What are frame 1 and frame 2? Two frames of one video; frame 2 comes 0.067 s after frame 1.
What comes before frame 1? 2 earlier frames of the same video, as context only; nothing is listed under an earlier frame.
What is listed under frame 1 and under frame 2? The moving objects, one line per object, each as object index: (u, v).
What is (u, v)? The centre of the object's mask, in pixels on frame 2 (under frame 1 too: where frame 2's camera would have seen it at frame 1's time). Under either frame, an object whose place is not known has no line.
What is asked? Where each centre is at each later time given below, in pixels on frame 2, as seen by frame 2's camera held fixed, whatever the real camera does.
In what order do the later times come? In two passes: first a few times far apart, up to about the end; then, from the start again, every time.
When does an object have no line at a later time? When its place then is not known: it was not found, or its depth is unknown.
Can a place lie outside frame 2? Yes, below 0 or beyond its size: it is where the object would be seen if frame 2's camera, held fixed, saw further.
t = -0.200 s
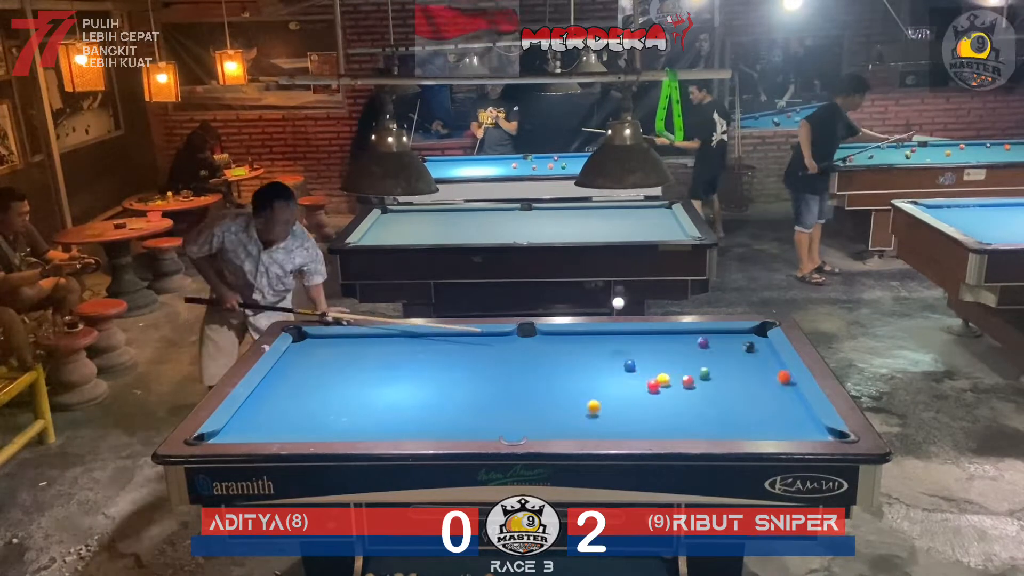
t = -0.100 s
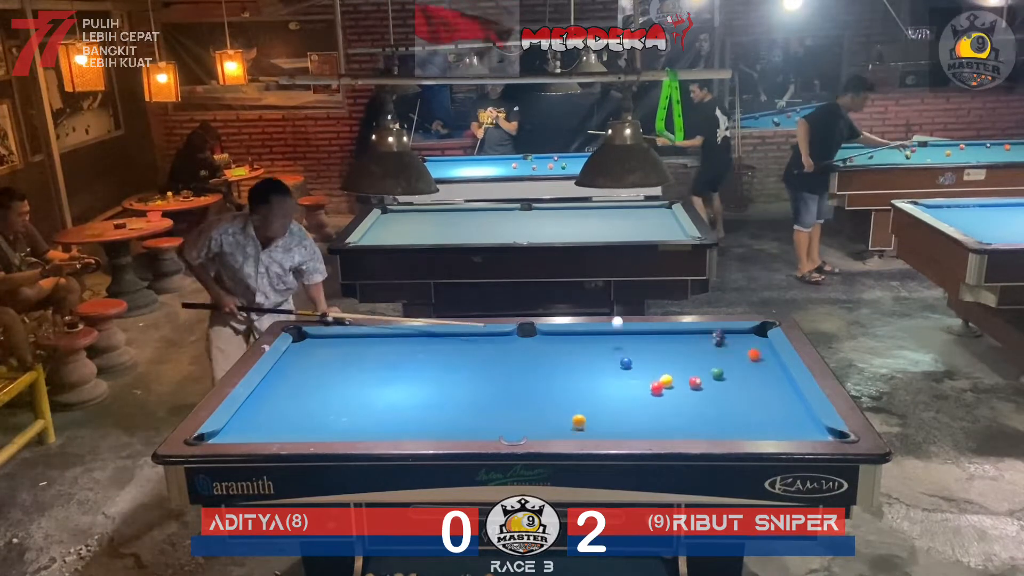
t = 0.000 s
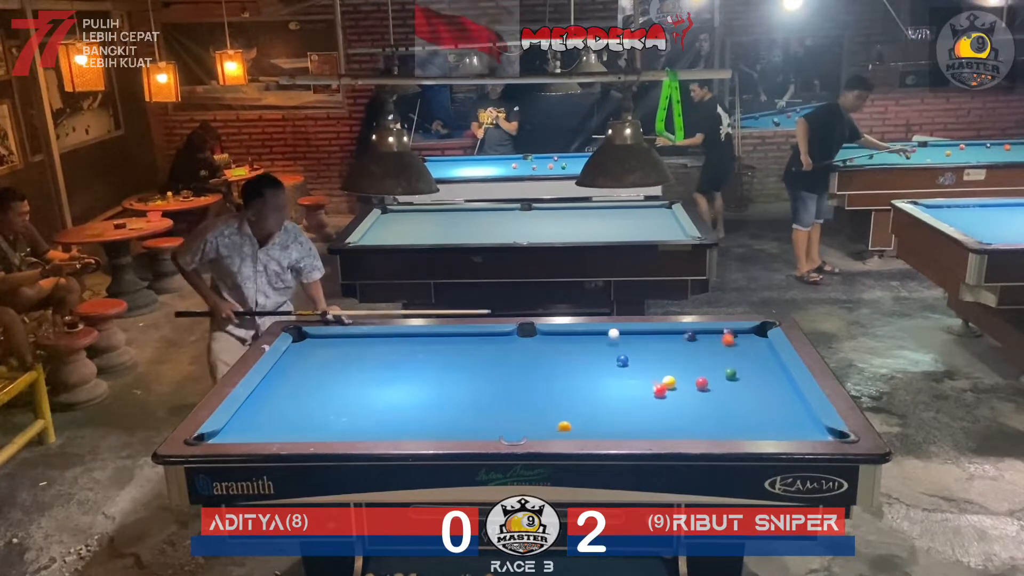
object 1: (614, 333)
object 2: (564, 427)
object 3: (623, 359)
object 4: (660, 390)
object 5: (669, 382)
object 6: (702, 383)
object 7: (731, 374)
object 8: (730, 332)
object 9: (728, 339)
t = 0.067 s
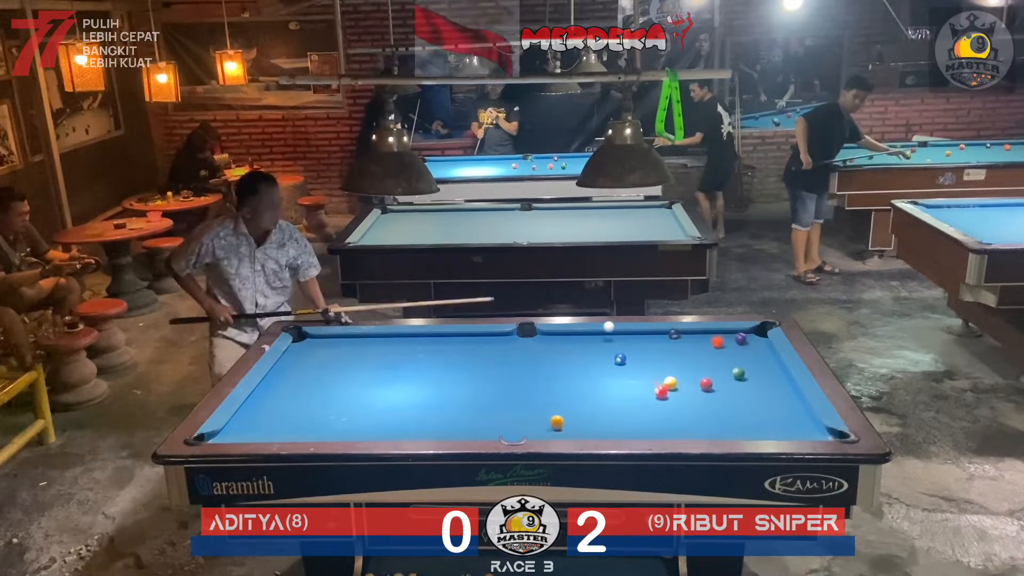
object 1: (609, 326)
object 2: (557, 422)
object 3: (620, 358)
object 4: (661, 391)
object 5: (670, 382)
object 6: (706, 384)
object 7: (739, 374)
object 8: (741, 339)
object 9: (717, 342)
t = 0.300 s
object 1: (600, 339)
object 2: (532, 403)
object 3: (613, 354)
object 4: (667, 396)
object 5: (675, 385)
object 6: (720, 386)
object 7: (767, 374)
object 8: (777, 364)
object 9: (679, 339)
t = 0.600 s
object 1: (574, 343)
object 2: (505, 383)
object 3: (613, 353)
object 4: (673, 401)
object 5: (679, 387)
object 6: (735, 389)
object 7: (790, 395)
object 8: (782, 374)
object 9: (633, 334)
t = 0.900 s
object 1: (545, 346)
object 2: (483, 367)
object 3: (618, 355)
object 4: (676, 403)
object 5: (680, 387)
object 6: (744, 390)
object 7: (810, 418)
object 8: (787, 379)
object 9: (587, 335)
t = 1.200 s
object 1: (519, 348)
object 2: (464, 353)
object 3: (620, 356)
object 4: (677, 404)
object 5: (680, 387)
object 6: (750, 391)
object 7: (820, 431)
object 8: (790, 384)
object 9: (542, 338)
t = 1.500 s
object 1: (498, 349)
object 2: (448, 341)
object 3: (620, 356)
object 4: (677, 405)
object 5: (680, 387)
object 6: (752, 391)
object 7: (816, 431)
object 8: (792, 388)
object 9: (500, 339)
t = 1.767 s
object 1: (481, 350)
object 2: (435, 338)
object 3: (620, 356)
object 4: (677, 405)
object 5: (680, 387)
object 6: (752, 392)
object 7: (815, 430)
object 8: (794, 391)
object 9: (464, 341)
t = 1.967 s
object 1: (471, 351)
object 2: (427, 342)
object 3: (620, 356)
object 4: (677, 405)
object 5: (680, 387)
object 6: (752, 392)
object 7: (815, 429)
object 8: (795, 392)
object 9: (439, 343)
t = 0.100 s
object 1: (606, 326)
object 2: (553, 420)
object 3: (619, 358)
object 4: (662, 393)
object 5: (671, 383)
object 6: (708, 384)
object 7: (743, 373)
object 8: (747, 343)
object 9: (712, 342)
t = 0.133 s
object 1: (604, 329)
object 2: (550, 417)
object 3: (618, 357)
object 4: (663, 393)
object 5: (672, 383)
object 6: (710, 385)
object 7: (748, 374)
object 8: (752, 347)
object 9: (707, 342)
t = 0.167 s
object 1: (602, 333)
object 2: (546, 414)
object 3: (617, 356)
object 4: (664, 394)
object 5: (672, 384)
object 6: (712, 385)
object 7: (751, 375)
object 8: (758, 350)
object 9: (701, 342)
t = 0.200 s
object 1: (601, 333)
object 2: (542, 411)
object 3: (616, 356)
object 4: (665, 394)
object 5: (673, 384)
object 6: (714, 385)
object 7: (754, 374)
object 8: (763, 354)
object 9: (696, 341)
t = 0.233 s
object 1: (601, 335)
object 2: (539, 408)
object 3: (615, 355)
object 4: (666, 395)
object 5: (674, 384)
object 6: (716, 386)
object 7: (759, 374)
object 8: (769, 358)
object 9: (690, 341)
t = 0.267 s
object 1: (600, 337)
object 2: (536, 406)
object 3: (614, 355)
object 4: (666, 395)
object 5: (674, 385)
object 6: (718, 386)
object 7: (763, 374)
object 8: (777, 362)
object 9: (685, 340)
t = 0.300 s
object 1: (600, 339)
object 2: (532, 403)
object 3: (613, 354)
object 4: (667, 396)
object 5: (675, 385)
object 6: (720, 386)
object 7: (767, 374)
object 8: (777, 364)
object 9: (679, 339)
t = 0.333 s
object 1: (599, 340)
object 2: (529, 401)
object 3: (612, 354)
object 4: (668, 397)
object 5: (675, 385)
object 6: (722, 386)
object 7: (771, 374)
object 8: (777, 367)
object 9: (674, 339)
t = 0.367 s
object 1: (599, 342)
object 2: (526, 398)
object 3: (612, 353)
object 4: (668, 397)
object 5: (676, 385)
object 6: (723, 387)
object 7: (774, 375)
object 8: (777, 368)
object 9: (669, 338)
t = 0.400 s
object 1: (595, 342)
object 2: (523, 396)
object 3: (611, 352)
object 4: (669, 398)
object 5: (676, 386)
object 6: (725, 387)
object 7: (776, 378)
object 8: (777, 369)
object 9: (663, 338)
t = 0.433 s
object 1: (591, 342)
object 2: (520, 394)
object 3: (610, 352)
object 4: (670, 398)
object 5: (677, 386)
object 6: (727, 387)
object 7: (778, 381)
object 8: (778, 369)
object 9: (659, 337)
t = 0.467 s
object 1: (588, 343)
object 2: (517, 392)
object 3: (611, 352)
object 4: (670, 399)
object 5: (677, 386)
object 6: (729, 388)
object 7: (780, 384)
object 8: (779, 371)
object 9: (653, 336)
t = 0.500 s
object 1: (584, 343)
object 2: (514, 389)
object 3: (612, 353)
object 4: (671, 399)
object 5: (678, 386)
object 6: (730, 388)
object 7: (783, 387)
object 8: (780, 372)
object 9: (648, 336)
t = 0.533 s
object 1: (581, 343)
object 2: (511, 387)
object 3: (612, 353)
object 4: (671, 400)
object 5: (678, 386)
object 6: (732, 388)
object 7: (786, 390)
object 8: (780, 372)
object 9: (643, 335)
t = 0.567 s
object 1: (577, 343)
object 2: (508, 385)
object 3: (613, 353)
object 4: (672, 400)
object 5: (678, 387)
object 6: (733, 389)
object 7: (787, 392)
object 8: (781, 373)
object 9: (638, 335)
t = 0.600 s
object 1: (574, 343)
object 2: (505, 383)
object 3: (613, 353)
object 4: (673, 401)
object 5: (679, 387)
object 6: (735, 389)
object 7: (790, 395)
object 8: (782, 374)
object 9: (633, 334)
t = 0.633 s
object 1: (570, 344)
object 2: (503, 381)
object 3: (614, 354)
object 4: (673, 401)
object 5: (679, 387)
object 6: (736, 389)
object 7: (792, 398)
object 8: (782, 374)
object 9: (629, 334)
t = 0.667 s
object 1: (567, 345)
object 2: (500, 379)
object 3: (615, 354)
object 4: (674, 401)
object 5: (679, 387)
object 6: (737, 389)
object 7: (795, 400)
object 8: (783, 375)
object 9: (624, 334)
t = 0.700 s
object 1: (564, 345)
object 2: (497, 377)
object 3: (615, 354)
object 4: (674, 402)
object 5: (679, 387)
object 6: (738, 390)
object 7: (798, 403)
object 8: (784, 375)
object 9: (619, 333)
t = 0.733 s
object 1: (561, 345)
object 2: (495, 375)
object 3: (616, 354)
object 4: (674, 402)
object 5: (679, 387)
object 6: (740, 390)
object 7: (800, 406)
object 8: (784, 376)
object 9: (613, 334)
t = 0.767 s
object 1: (557, 345)
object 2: (492, 374)
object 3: (616, 354)
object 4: (675, 402)
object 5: (680, 387)
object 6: (741, 390)
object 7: (803, 409)
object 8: (785, 376)
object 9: (608, 334)
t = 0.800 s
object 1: (554, 346)
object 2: (490, 372)
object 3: (617, 355)
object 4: (675, 402)
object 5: (680, 387)
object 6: (742, 390)
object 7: (805, 411)
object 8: (786, 377)
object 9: (602, 334)
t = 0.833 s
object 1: (551, 346)
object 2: (488, 370)
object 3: (617, 355)
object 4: (675, 402)
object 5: (680, 387)
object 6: (743, 390)
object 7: (807, 413)
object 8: (786, 377)
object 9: (597, 335)
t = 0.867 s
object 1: (548, 346)
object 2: (485, 368)
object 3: (618, 355)
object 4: (676, 403)
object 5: (680, 387)
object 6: (744, 390)
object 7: (809, 416)
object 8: (786, 378)
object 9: (592, 335)
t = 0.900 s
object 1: (545, 346)
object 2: (483, 367)
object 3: (618, 355)
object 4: (676, 403)
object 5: (680, 387)
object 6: (744, 390)
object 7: (810, 418)
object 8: (787, 379)
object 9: (587, 335)
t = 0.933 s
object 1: (542, 346)
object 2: (481, 365)
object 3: (618, 355)
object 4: (676, 403)
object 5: (680, 387)
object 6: (745, 390)
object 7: (811, 420)
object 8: (787, 379)
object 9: (581, 335)
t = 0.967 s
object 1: (539, 346)
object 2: (478, 363)
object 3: (618, 355)
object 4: (676, 403)
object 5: (680, 387)
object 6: (746, 390)
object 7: (811, 422)
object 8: (787, 380)
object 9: (576, 336)
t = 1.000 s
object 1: (536, 347)
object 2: (476, 362)
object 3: (619, 355)
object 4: (676, 403)
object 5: (680, 387)
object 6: (747, 390)
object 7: (813, 425)
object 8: (788, 381)
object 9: (571, 336)
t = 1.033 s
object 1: (533, 347)
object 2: (474, 360)
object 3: (619, 356)
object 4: (677, 404)
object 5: (680, 387)
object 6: (748, 390)
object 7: (813, 427)
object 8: (788, 381)
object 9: (566, 336)
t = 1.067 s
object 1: (530, 347)
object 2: (472, 358)
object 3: (619, 356)
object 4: (677, 404)
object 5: (680, 387)
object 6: (748, 390)
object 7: (814, 429)
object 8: (788, 382)
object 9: (561, 336)
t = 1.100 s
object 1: (527, 347)
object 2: (470, 357)
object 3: (619, 356)
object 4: (677, 404)
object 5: (680, 387)
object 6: (749, 390)
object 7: (815, 429)
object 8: (789, 383)
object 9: (556, 337)
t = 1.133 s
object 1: (525, 347)
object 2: (468, 355)
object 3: (620, 356)
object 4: (677, 404)
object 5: (680, 387)
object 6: (749, 391)
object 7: (815, 431)
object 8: (789, 383)
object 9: (551, 337)
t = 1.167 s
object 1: (522, 348)
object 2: (466, 354)
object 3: (620, 356)
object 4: (677, 404)
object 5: (680, 387)
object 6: (750, 391)
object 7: (817, 431)
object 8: (789, 383)
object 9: (546, 337)
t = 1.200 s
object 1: (519, 348)
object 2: (464, 353)
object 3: (620, 356)
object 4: (677, 404)
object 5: (680, 387)
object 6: (750, 391)
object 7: (820, 431)
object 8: (790, 384)
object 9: (542, 338)
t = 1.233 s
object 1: (517, 348)
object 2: (462, 351)
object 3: (620, 356)
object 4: (677, 404)
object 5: (680, 387)
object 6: (751, 391)
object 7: (822, 430)
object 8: (790, 384)
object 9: (536, 338)
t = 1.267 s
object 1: (514, 348)
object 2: (460, 350)
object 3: (620, 356)
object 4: (677, 405)
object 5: (680, 387)
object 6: (751, 391)
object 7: (823, 431)
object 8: (791, 385)
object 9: (532, 338)
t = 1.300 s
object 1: (512, 348)
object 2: (458, 348)
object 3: (620, 356)
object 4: (677, 405)
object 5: (680, 387)
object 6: (751, 391)
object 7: (823, 431)
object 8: (791, 386)
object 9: (527, 338)
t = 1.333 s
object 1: (509, 348)
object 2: (456, 347)
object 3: (620, 356)
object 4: (677, 405)
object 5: (680, 387)
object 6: (752, 391)
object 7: (823, 431)
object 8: (791, 386)
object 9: (522, 339)
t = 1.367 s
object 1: (507, 349)
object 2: (455, 346)
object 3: (620, 356)
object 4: (677, 405)
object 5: (680, 387)
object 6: (752, 391)
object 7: (821, 430)
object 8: (791, 387)
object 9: (517, 339)
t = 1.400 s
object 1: (504, 349)
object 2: (453, 344)
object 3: (620, 356)
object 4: (677, 405)
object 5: (680, 387)
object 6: (752, 391)
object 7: (820, 431)
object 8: (792, 387)
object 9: (513, 339)
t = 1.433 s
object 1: (502, 349)
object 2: (451, 343)
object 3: (620, 356)
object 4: (677, 405)
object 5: (680, 387)
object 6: (752, 391)
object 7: (819, 431)
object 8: (792, 388)
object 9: (508, 339)
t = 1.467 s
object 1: (500, 349)
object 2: (449, 342)
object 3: (620, 356)
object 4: (677, 405)
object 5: (680, 387)
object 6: (752, 391)
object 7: (817, 431)
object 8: (792, 388)
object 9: (503, 339)
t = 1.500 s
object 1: (498, 349)
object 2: (448, 341)
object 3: (620, 356)
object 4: (677, 405)
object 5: (680, 387)
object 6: (752, 391)
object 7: (816, 431)
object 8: (792, 388)
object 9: (500, 339)
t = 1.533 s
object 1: (495, 350)
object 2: (446, 340)
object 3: (620, 356)
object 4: (677, 405)
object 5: (680, 387)
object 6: (752, 392)
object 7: (816, 431)
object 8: (792, 388)
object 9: (494, 339)
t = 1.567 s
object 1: (493, 350)
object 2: (445, 338)
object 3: (620, 356)
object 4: (677, 405)
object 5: (680, 387)
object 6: (752, 392)
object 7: (816, 431)
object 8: (792, 389)
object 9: (490, 340)
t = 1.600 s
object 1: (491, 350)
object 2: (443, 337)
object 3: (620, 356)
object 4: (677, 405)
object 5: (680, 387)
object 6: (752, 392)
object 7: (816, 431)
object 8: (793, 389)
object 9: (485, 340)
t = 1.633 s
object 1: (489, 350)
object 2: (441, 336)
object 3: (620, 356)
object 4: (677, 405)
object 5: (680, 387)
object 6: (752, 392)
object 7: (815, 430)
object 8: (793, 390)
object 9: (481, 340)
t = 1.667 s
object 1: (487, 350)
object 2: (440, 335)
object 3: (620, 356)
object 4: (677, 405)
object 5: (680, 387)
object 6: (752, 392)
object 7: (815, 430)
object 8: (793, 390)
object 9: (476, 341)
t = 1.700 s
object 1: (485, 350)
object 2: (438, 336)
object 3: (620, 356)
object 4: (677, 405)
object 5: (680, 387)
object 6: (752, 392)
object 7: (815, 430)
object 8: (793, 390)
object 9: (472, 341)
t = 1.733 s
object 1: (483, 350)
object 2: (437, 337)
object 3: (620, 356)
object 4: (677, 405)
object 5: (680, 387)
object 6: (752, 392)
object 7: (815, 430)
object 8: (794, 391)
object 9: (468, 341)
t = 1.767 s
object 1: (481, 350)
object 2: (435, 338)
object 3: (620, 356)
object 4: (677, 405)
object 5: (680, 387)
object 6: (752, 392)
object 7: (815, 430)
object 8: (794, 391)
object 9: (464, 341)
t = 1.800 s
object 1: (479, 350)
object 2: (434, 338)
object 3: (620, 356)
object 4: (677, 405)
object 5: (680, 387)
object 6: (752, 392)
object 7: (815, 430)
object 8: (794, 391)
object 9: (460, 342)
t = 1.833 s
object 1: (478, 350)
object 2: (432, 339)
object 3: (620, 356)
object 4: (677, 405)
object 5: (680, 387)
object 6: (752, 392)
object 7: (815, 430)
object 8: (794, 391)
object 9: (455, 342)
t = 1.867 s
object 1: (476, 351)
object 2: (431, 340)
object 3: (620, 356)
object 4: (677, 405)
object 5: (680, 387)
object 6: (752, 392)
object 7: (815, 430)
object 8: (794, 391)
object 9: (451, 342)
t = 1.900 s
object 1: (474, 350)
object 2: (429, 340)
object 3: (620, 356)
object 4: (677, 405)
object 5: (680, 387)
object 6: (752, 392)
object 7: (815, 430)
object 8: (794, 391)
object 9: (447, 342)
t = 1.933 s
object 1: (472, 351)
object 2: (428, 341)
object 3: (620, 356)
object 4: (677, 405)
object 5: (680, 387)
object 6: (752, 392)
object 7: (815, 430)
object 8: (794, 392)
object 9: (443, 343)
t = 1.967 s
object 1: (471, 351)
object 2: (427, 342)
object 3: (620, 356)
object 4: (677, 405)
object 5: (680, 387)
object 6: (752, 392)
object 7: (815, 429)
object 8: (795, 392)
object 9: (439, 343)
